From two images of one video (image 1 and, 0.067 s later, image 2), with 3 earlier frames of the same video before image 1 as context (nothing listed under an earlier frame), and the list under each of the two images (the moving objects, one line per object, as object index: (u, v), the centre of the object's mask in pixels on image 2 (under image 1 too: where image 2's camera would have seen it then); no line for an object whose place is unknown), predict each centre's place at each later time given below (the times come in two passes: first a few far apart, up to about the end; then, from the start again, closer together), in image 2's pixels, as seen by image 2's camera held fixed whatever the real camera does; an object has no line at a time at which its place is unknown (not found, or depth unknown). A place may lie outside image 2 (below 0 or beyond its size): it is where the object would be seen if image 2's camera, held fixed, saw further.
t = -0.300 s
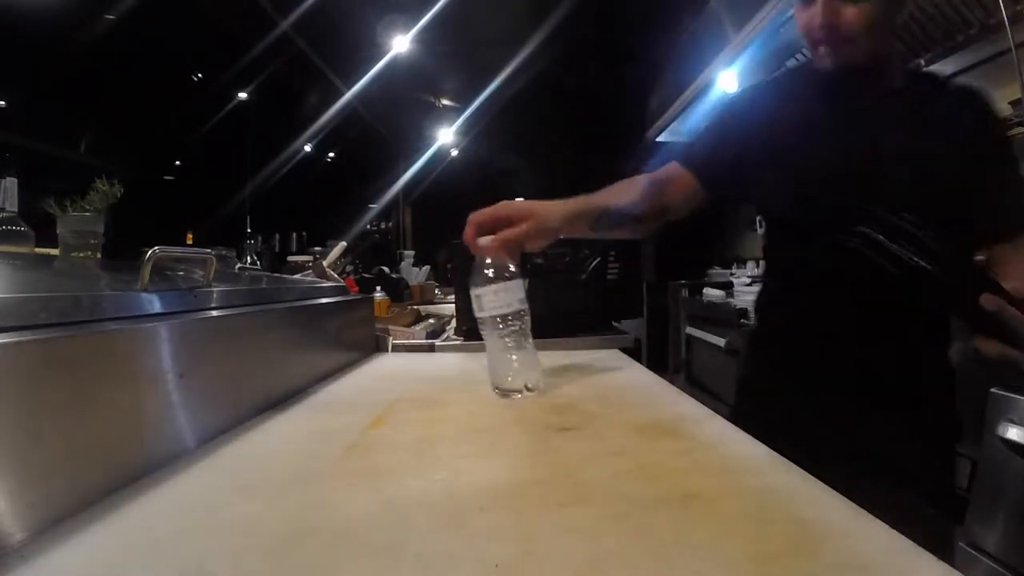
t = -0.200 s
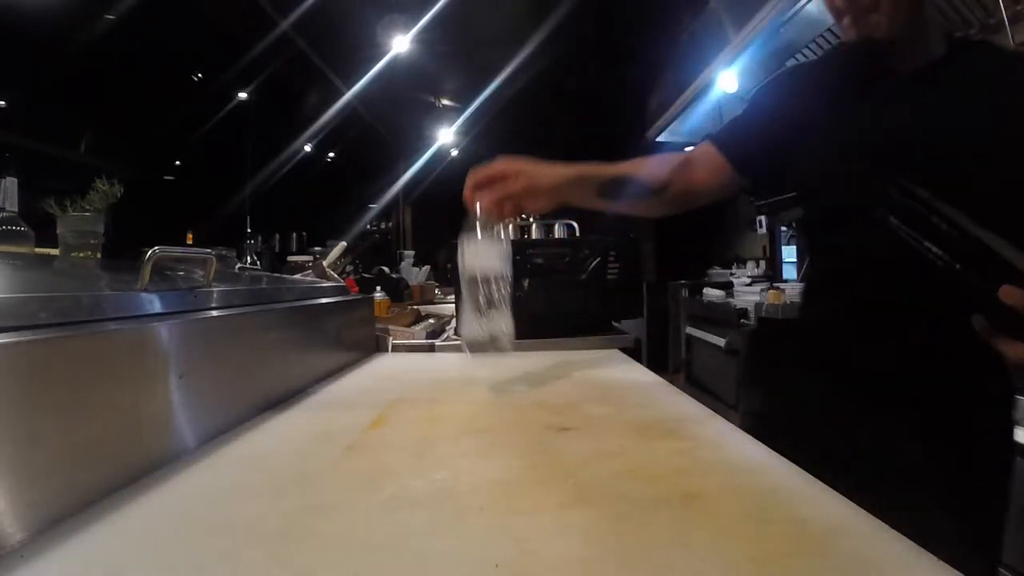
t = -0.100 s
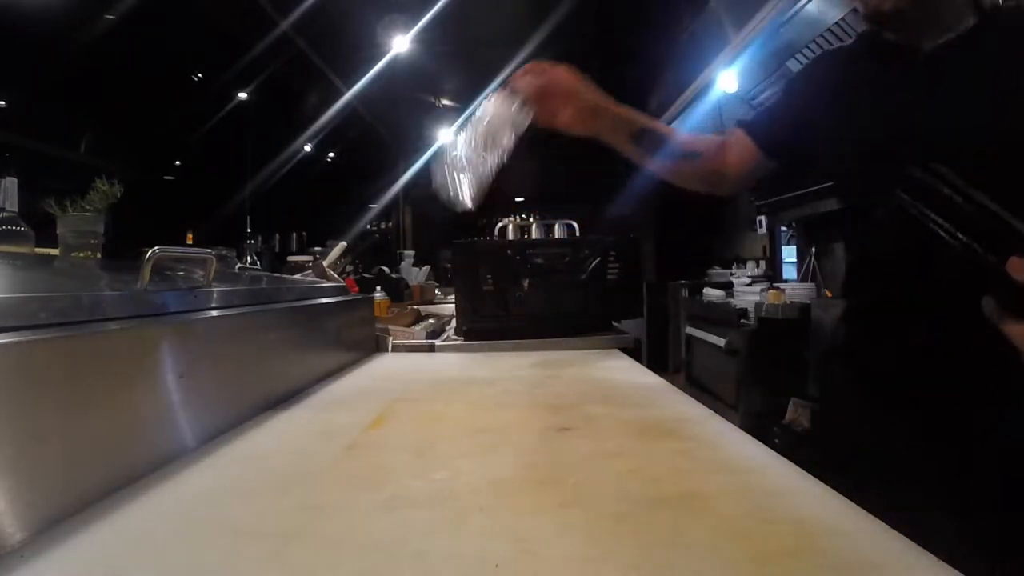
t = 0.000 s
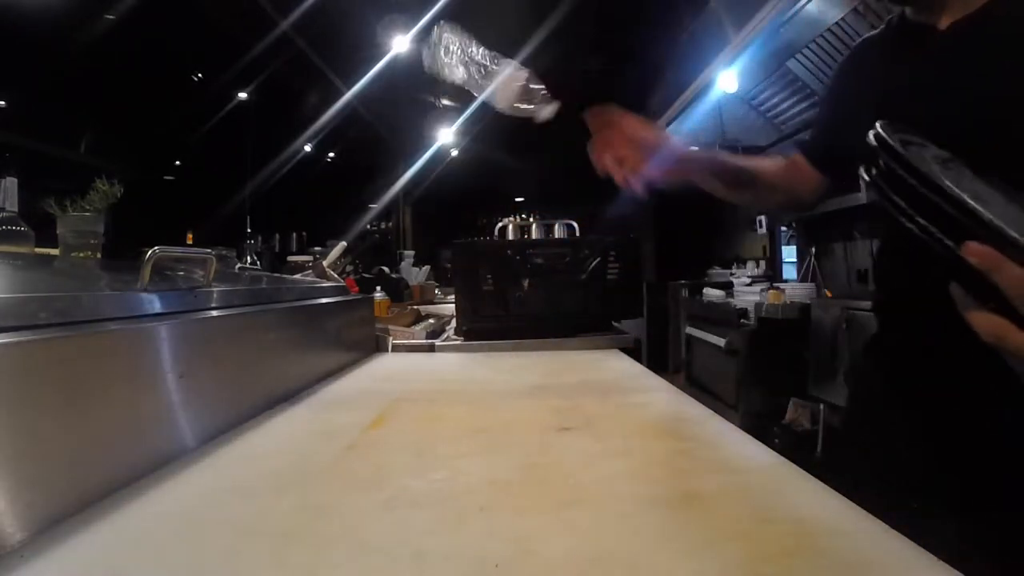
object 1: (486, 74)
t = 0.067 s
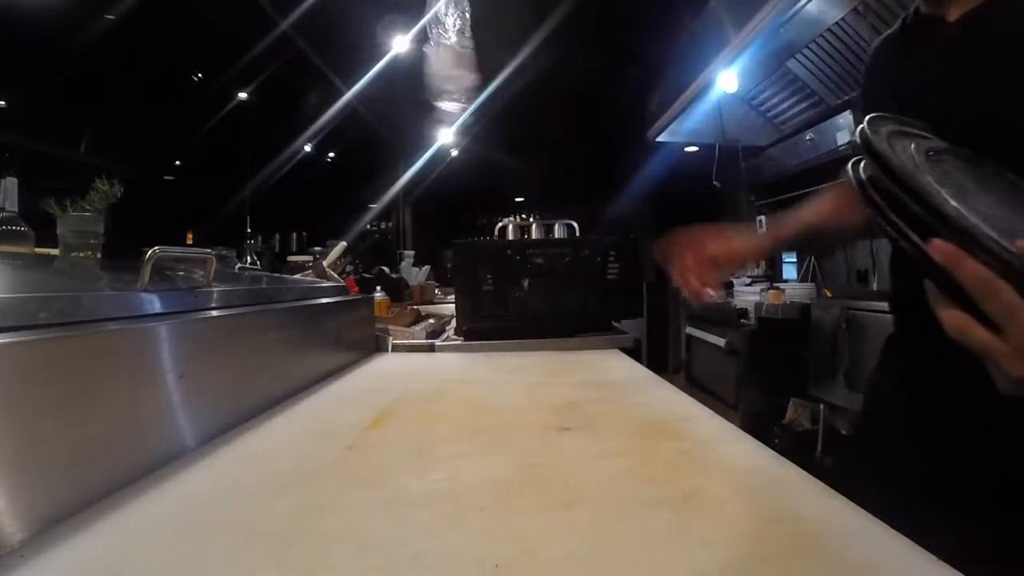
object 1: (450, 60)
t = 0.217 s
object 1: (407, 37)
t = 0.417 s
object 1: (412, 263)
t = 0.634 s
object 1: (402, 331)
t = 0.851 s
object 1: (406, 351)
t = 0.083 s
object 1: (438, 57)
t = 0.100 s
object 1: (428, 53)
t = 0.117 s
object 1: (417, 47)
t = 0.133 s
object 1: (410, 42)
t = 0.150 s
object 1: (406, 36)
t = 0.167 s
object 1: (406, 33)
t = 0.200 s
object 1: (407, 32)
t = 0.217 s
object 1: (407, 37)
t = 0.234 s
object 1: (408, 43)
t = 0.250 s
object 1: (409, 52)
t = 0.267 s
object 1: (410, 64)
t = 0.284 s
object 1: (410, 77)
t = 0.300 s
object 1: (408, 90)
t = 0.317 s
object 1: (411, 110)
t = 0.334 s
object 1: (412, 131)
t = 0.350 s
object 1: (411, 153)
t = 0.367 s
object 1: (411, 178)
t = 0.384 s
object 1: (411, 203)
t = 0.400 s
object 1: (412, 235)
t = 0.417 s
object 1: (412, 263)
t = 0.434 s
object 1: (412, 295)
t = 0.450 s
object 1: (414, 319)
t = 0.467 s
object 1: (414, 319)
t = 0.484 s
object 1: (413, 320)
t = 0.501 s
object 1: (411, 320)
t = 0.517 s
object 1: (410, 321)
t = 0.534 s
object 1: (410, 323)
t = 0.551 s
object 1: (409, 324)
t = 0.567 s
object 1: (408, 325)
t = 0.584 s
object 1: (407, 327)
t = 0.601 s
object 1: (405, 327)
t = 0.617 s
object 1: (404, 329)
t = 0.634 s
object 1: (402, 331)
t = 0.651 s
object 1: (400, 333)
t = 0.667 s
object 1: (399, 337)
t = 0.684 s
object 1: (398, 343)
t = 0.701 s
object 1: (400, 348)
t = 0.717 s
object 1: (402, 351)
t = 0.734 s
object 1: (402, 351)
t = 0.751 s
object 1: (403, 351)
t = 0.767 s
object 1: (403, 351)
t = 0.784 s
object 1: (403, 351)
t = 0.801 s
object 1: (404, 351)
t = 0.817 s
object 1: (405, 351)
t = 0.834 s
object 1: (405, 351)
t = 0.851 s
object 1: (406, 351)
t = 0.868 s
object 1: (407, 350)
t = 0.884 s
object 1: (408, 351)
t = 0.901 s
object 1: (409, 351)
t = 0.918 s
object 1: (410, 351)
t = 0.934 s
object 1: (410, 351)
